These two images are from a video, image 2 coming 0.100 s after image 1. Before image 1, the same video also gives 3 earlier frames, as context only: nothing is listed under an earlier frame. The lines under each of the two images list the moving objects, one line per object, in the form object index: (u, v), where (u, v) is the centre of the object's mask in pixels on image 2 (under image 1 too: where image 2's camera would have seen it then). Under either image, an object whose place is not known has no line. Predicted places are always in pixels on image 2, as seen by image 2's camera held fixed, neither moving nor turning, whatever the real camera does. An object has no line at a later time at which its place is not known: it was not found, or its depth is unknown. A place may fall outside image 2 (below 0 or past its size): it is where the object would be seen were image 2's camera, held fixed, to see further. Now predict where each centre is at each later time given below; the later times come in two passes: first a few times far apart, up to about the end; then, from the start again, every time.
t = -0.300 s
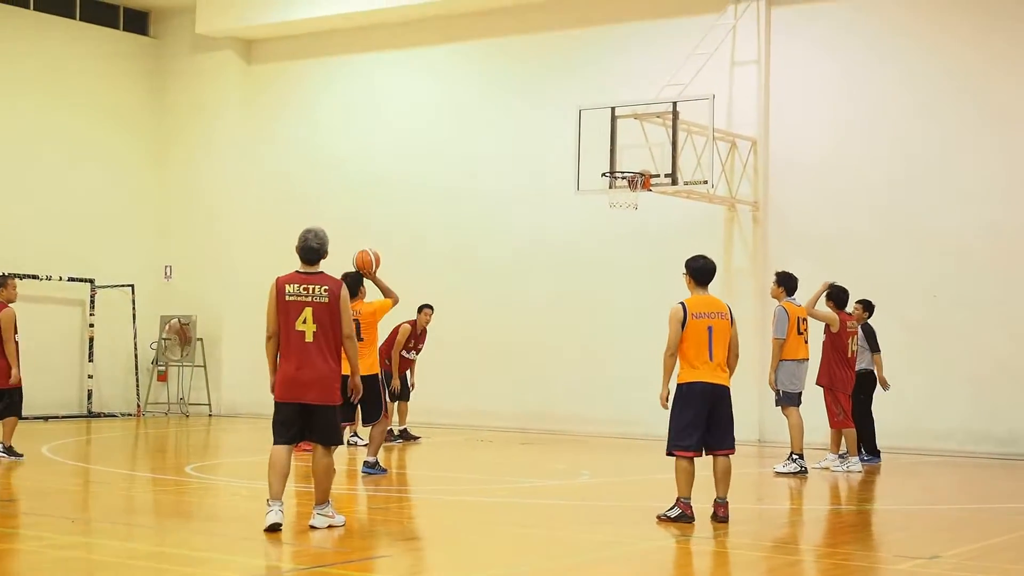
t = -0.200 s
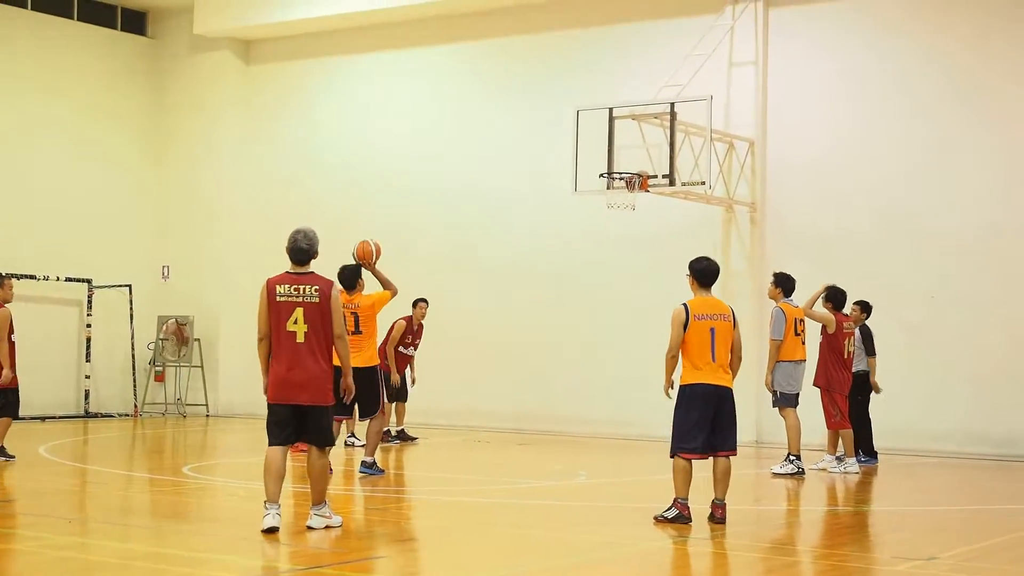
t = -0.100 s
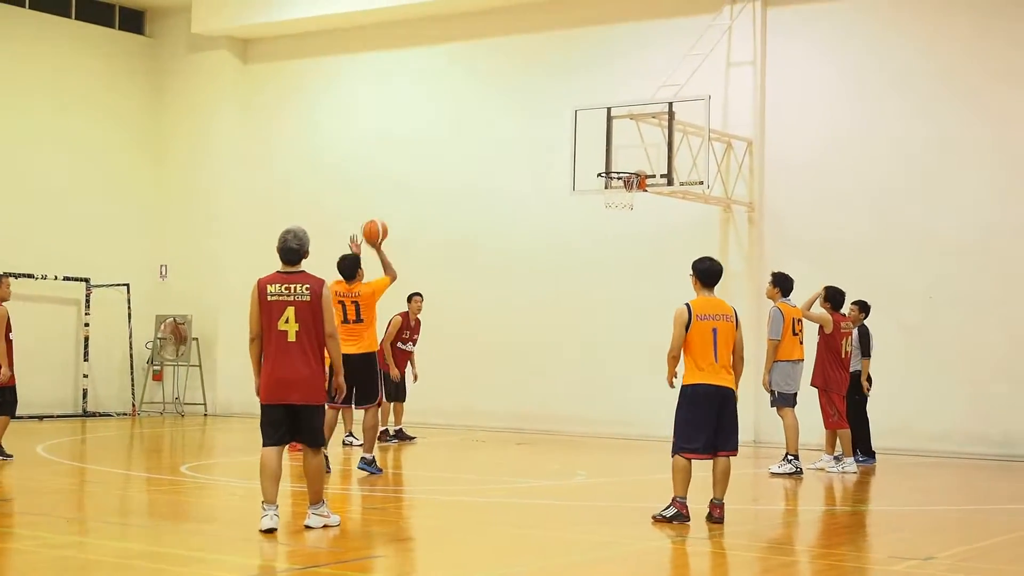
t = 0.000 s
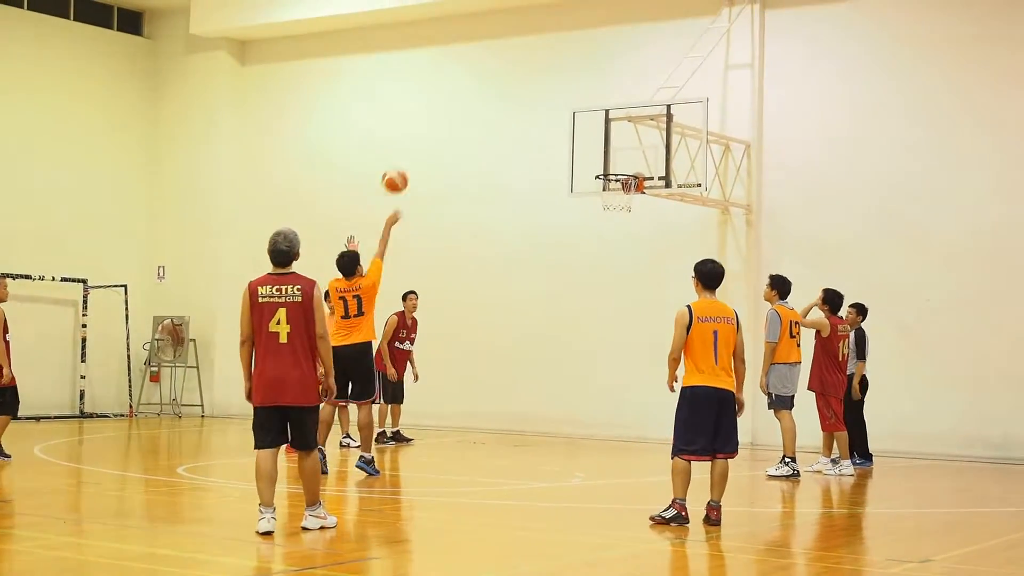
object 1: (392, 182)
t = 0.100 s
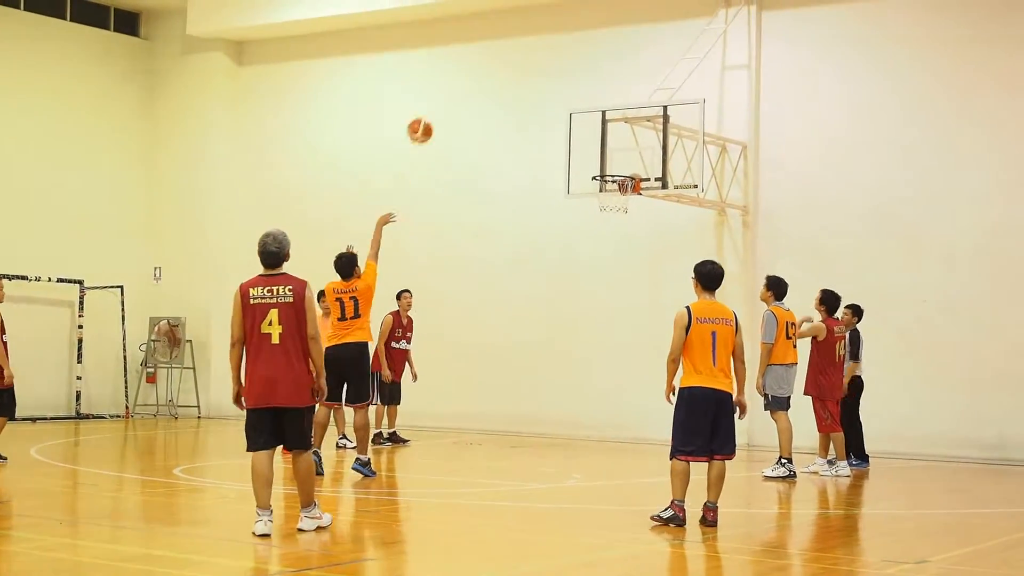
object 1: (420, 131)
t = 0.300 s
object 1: (471, 68)
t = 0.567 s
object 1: (530, 50)
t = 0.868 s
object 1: (587, 108)
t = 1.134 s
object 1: (614, 148)
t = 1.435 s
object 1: (595, 118)
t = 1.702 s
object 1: (574, 157)
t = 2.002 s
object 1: (550, 280)
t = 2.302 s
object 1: (530, 422)
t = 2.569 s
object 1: (549, 298)
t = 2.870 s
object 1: (568, 239)
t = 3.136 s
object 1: (584, 254)
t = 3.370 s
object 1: (595, 317)
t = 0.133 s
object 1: (429, 117)
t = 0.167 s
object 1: (437, 104)
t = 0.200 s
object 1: (446, 93)
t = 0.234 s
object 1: (455, 84)
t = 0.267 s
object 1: (463, 75)
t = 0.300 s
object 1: (471, 68)
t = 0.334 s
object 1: (479, 61)
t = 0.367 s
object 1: (487, 56)
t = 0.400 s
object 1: (494, 53)
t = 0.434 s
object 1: (502, 50)
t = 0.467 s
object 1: (509, 48)
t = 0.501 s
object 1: (516, 48)
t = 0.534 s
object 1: (523, 48)
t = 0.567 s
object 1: (530, 50)
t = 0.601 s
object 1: (537, 53)
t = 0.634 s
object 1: (543, 57)
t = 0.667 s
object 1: (550, 62)
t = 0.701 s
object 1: (557, 67)
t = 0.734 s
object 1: (563, 73)
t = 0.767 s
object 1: (569, 81)
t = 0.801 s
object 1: (575, 89)
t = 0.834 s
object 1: (581, 98)
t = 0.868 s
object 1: (587, 108)
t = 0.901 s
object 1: (593, 119)
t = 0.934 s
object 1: (599, 130)
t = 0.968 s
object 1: (604, 143)
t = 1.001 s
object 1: (610, 156)
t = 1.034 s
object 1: (615, 168)
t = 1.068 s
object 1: (617, 163)
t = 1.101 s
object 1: (616, 155)
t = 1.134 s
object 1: (614, 148)
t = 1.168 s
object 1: (611, 140)
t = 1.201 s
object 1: (609, 133)
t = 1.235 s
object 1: (607, 129)
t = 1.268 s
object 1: (605, 124)
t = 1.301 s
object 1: (603, 121)
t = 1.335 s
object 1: (601, 118)
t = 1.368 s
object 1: (598, 117)
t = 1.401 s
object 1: (597, 117)
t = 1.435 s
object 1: (595, 118)
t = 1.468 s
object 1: (592, 119)
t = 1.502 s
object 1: (589, 121)
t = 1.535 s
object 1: (587, 125)
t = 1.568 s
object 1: (584, 129)
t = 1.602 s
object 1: (582, 134)
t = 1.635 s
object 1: (580, 142)
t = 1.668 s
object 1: (577, 148)
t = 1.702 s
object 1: (574, 157)
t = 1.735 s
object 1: (572, 167)
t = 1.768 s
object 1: (569, 177)
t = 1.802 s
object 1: (567, 188)
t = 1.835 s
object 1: (564, 201)
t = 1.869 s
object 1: (562, 215)
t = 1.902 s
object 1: (559, 229)
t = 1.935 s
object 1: (556, 245)
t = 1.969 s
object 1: (553, 262)
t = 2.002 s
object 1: (550, 280)
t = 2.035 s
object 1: (547, 297)
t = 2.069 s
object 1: (544, 317)
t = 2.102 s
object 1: (541, 339)
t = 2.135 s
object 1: (538, 361)
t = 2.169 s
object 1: (535, 385)
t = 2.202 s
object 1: (532, 408)
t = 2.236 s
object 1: (528, 436)
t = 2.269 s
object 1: (528, 442)
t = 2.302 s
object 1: (530, 422)
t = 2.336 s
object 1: (533, 403)
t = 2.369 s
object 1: (535, 385)
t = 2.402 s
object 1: (538, 367)
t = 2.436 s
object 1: (540, 352)
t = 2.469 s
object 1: (543, 337)
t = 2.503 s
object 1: (545, 323)
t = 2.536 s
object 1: (547, 310)
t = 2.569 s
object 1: (549, 298)
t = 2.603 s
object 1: (552, 287)
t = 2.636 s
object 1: (554, 278)
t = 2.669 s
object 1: (556, 270)
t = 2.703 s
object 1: (558, 262)
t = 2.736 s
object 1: (560, 255)
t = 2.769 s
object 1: (562, 250)
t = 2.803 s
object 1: (564, 245)
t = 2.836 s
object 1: (566, 242)
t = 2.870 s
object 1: (568, 239)
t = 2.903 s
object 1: (570, 238)
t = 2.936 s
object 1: (572, 237)
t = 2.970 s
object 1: (574, 238)
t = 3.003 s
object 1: (576, 239)
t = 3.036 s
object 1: (578, 242)
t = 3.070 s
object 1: (580, 245)
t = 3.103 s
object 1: (582, 249)
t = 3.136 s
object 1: (584, 254)
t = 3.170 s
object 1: (586, 260)
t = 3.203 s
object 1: (587, 267)
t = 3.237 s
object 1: (589, 275)
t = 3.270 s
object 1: (591, 284)
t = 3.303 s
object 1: (592, 294)
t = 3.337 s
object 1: (594, 305)
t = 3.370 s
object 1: (595, 317)
